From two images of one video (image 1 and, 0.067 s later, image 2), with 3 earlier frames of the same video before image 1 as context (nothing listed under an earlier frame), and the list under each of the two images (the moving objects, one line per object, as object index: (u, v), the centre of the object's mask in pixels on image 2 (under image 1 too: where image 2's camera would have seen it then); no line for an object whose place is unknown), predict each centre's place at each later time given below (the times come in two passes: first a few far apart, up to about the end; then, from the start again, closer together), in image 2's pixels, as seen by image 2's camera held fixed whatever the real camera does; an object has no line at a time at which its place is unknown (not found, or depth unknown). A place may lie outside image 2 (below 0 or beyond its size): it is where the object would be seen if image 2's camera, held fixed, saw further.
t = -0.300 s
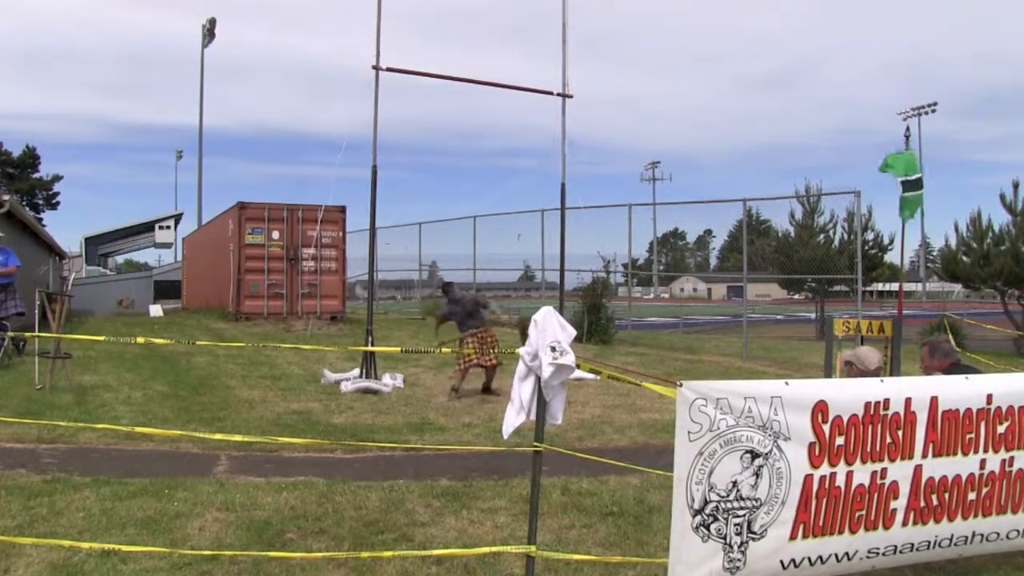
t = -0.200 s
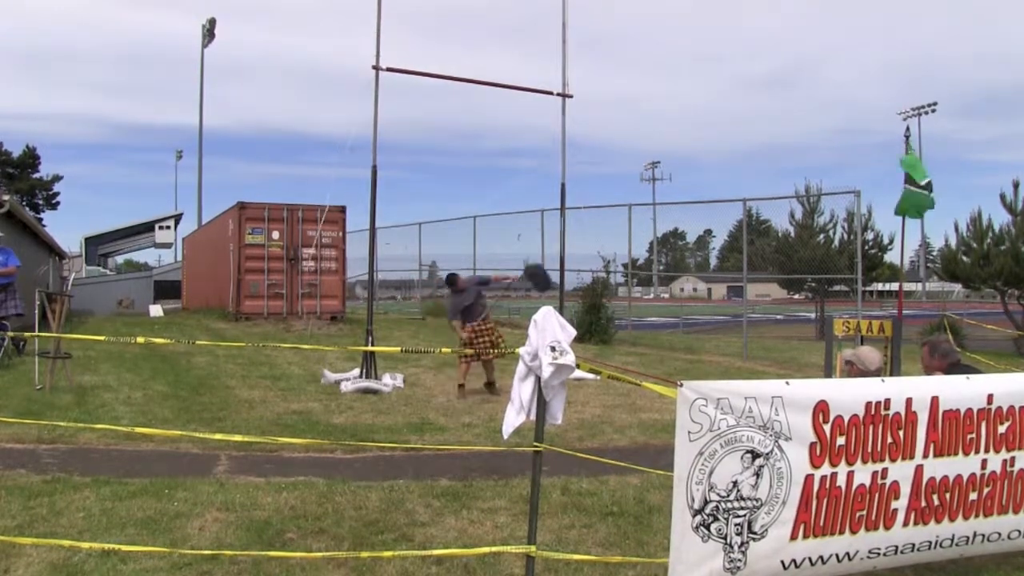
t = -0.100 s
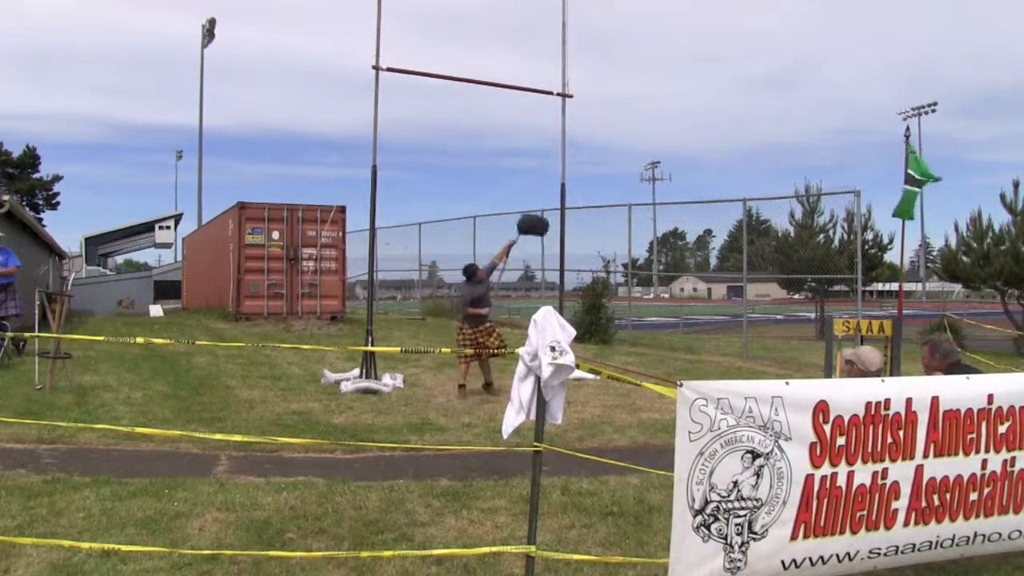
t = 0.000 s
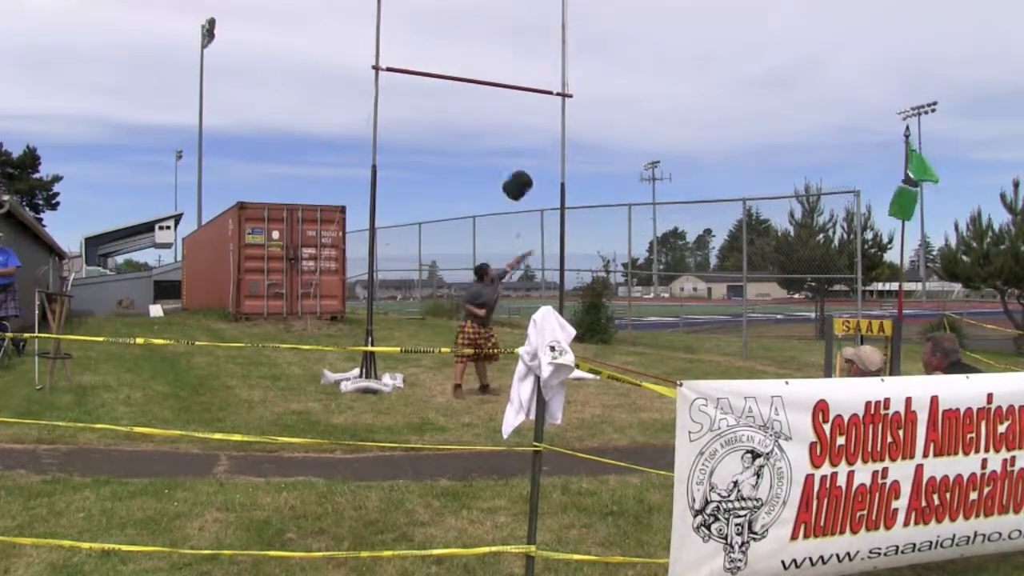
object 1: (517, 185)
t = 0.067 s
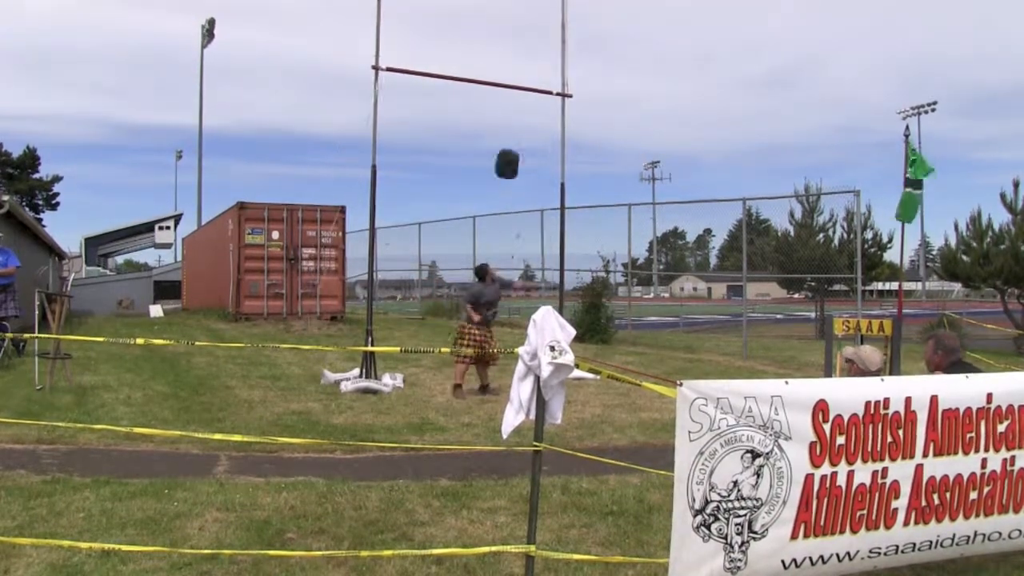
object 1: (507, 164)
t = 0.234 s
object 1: (482, 127)
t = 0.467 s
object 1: (449, 111)
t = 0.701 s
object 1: (418, 134)
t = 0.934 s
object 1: (390, 193)
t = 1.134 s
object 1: (367, 269)
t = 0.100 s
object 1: (501, 155)
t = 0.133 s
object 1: (497, 147)
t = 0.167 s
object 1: (492, 139)
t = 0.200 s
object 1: (487, 132)
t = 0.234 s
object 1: (482, 127)
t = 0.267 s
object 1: (477, 122)
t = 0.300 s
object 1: (473, 118)
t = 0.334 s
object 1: (468, 115)
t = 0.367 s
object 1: (463, 112)
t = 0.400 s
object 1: (458, 111)
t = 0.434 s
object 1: (454, 111)
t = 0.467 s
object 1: (449, 111)
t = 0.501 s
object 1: (444, 112)
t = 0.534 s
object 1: (440, 114)
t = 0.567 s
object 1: (435, 117)
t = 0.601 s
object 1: (431, 120)
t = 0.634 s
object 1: (427, 124)
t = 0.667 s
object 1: (422, 129)
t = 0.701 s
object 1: (418, 134)
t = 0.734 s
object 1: (414, 141)
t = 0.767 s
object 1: (410, 148)
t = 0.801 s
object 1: (406, 155)
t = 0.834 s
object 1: (402, 164)
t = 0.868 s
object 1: (398, 173)
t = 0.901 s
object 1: (394, 182)
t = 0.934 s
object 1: (390, 193)
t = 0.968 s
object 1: (387, 204)
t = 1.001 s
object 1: (384, 215)
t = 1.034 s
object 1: (381, 227)
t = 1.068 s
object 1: (376, 241)
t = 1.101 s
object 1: (371, 255)
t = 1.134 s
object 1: (367, 269)
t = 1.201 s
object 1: (357, 299)
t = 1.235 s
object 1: (355, 316)
